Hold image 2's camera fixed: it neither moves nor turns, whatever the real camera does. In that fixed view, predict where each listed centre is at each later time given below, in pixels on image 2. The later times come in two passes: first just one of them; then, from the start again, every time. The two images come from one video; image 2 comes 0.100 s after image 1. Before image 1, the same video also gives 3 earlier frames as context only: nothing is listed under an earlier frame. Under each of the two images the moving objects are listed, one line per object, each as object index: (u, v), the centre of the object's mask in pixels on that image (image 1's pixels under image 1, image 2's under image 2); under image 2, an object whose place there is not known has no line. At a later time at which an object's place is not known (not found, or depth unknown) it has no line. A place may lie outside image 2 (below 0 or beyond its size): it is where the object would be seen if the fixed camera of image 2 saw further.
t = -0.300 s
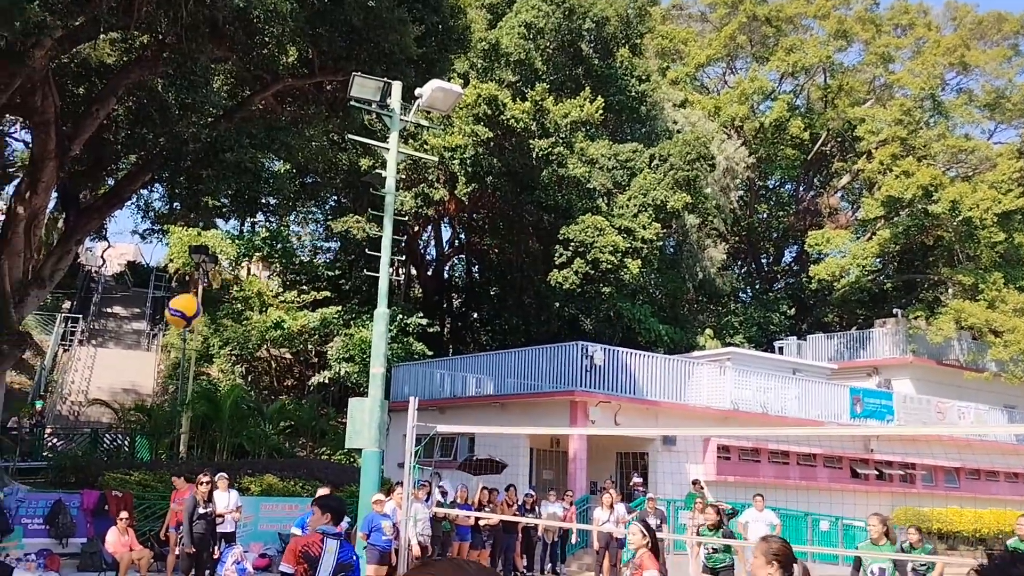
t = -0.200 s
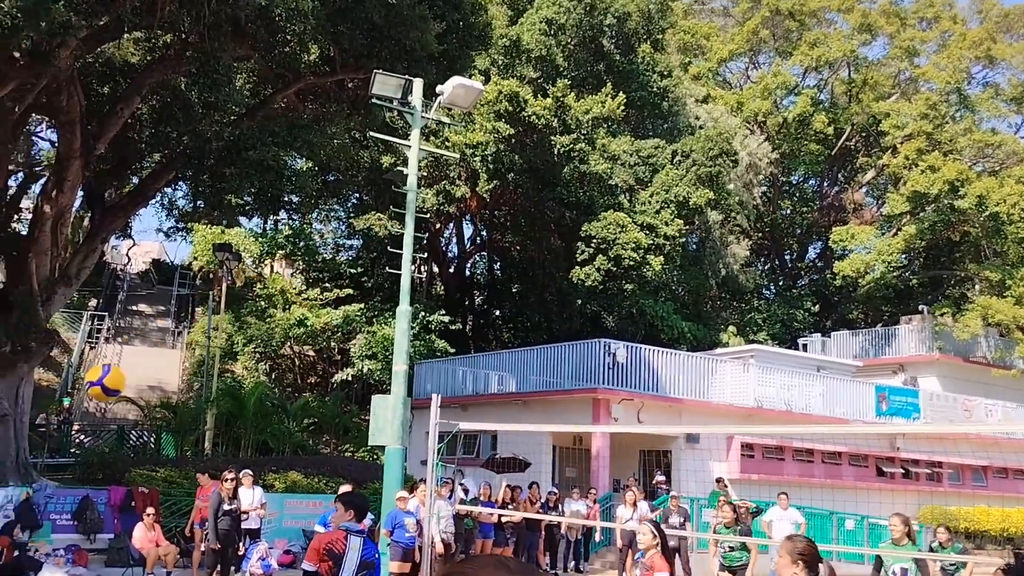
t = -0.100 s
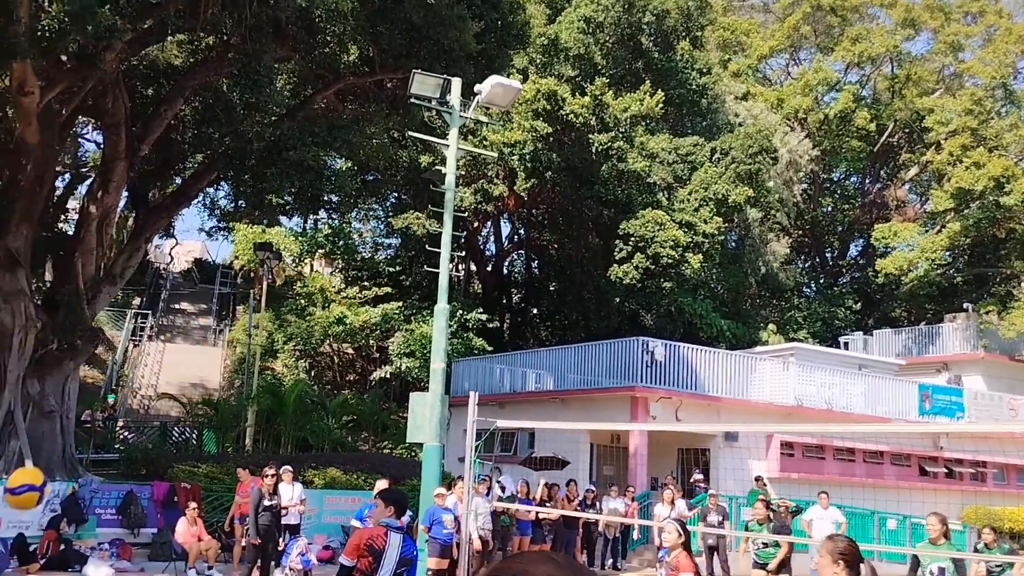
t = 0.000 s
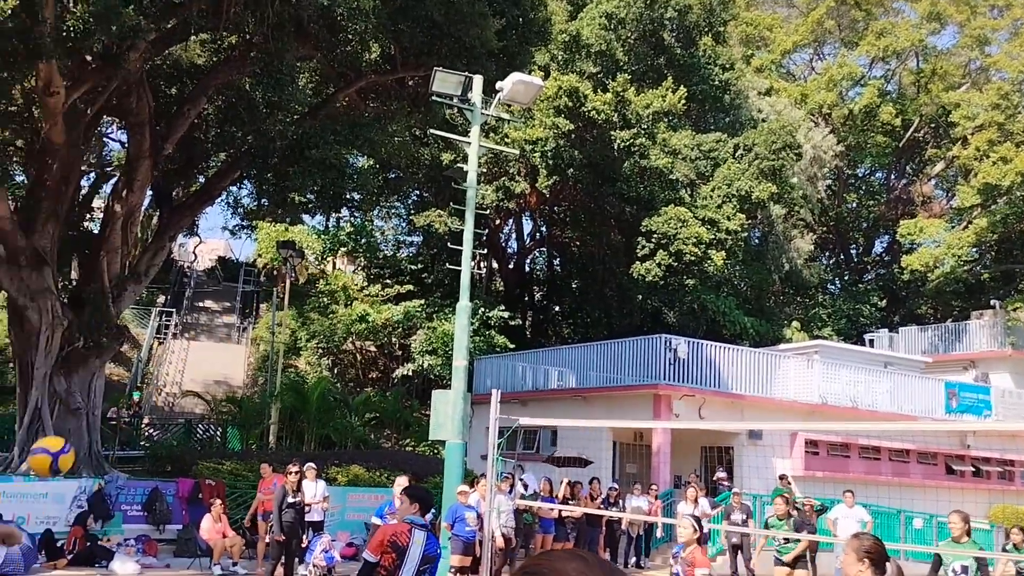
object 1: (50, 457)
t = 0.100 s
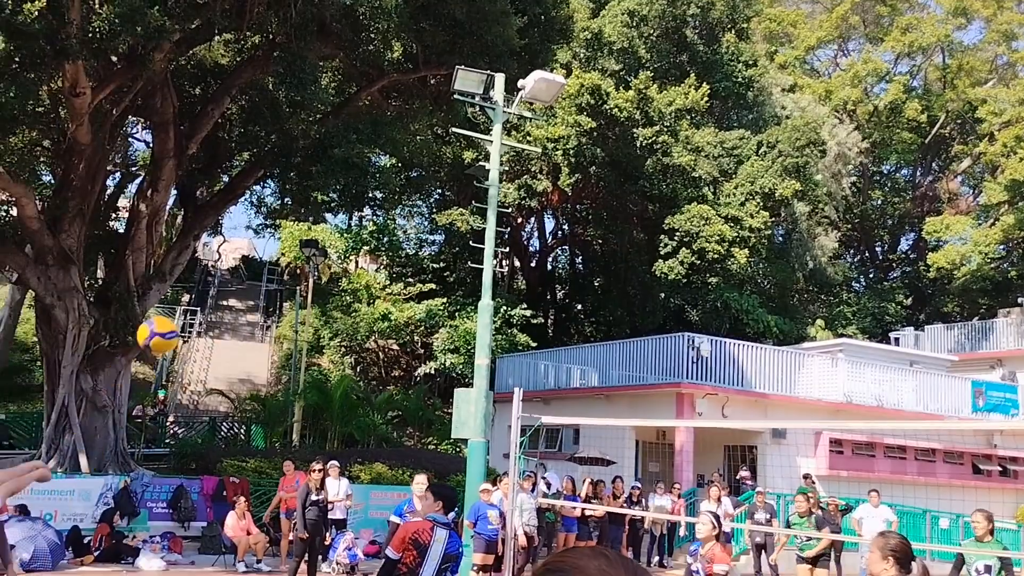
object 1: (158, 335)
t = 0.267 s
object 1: (268, 198)
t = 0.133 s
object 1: (183, 302)
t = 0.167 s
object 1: (205, 272)
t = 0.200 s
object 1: (228, 245)
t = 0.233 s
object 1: (248, 221)
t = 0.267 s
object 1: (268, 198)
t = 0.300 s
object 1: (286, 178)
